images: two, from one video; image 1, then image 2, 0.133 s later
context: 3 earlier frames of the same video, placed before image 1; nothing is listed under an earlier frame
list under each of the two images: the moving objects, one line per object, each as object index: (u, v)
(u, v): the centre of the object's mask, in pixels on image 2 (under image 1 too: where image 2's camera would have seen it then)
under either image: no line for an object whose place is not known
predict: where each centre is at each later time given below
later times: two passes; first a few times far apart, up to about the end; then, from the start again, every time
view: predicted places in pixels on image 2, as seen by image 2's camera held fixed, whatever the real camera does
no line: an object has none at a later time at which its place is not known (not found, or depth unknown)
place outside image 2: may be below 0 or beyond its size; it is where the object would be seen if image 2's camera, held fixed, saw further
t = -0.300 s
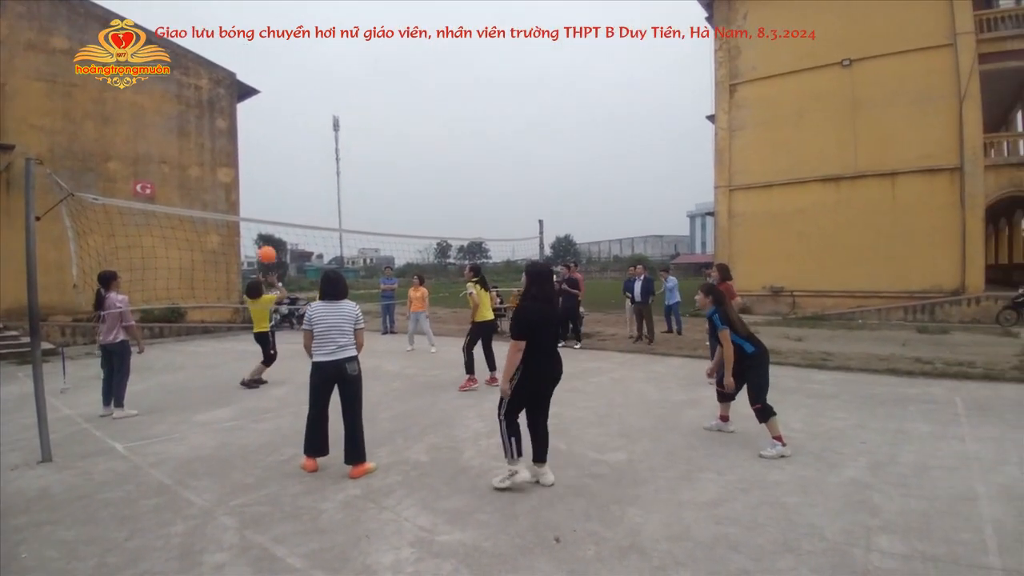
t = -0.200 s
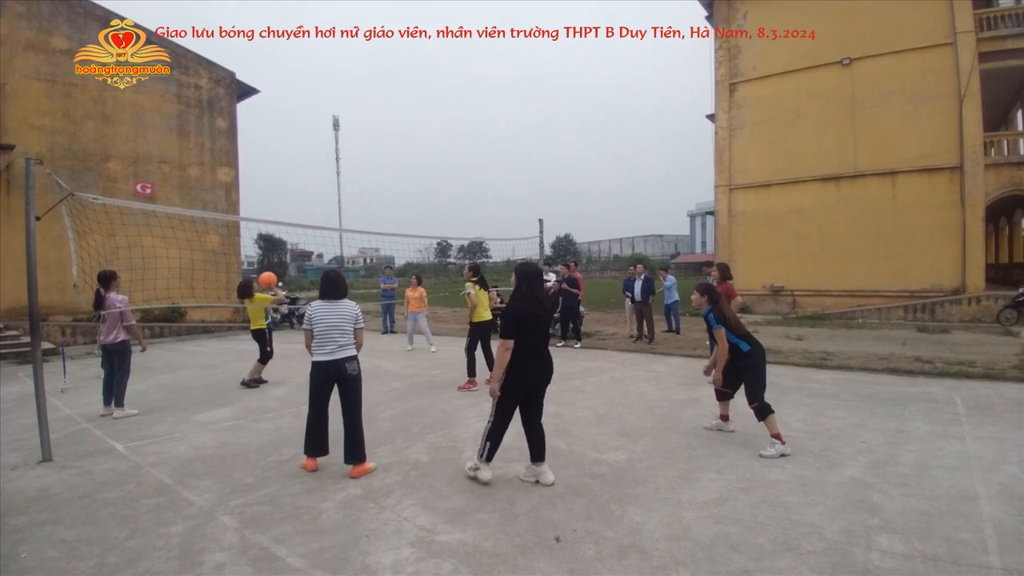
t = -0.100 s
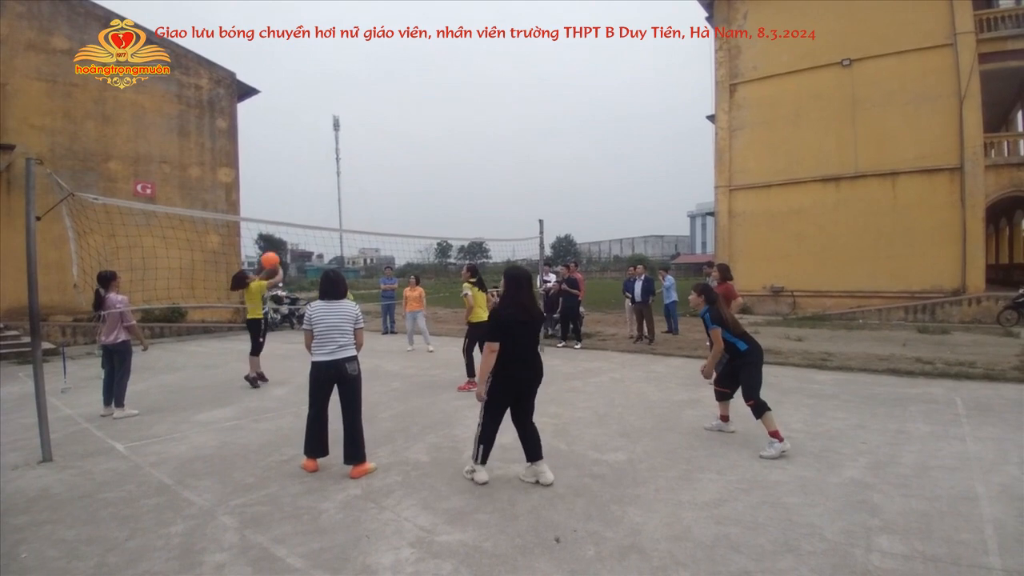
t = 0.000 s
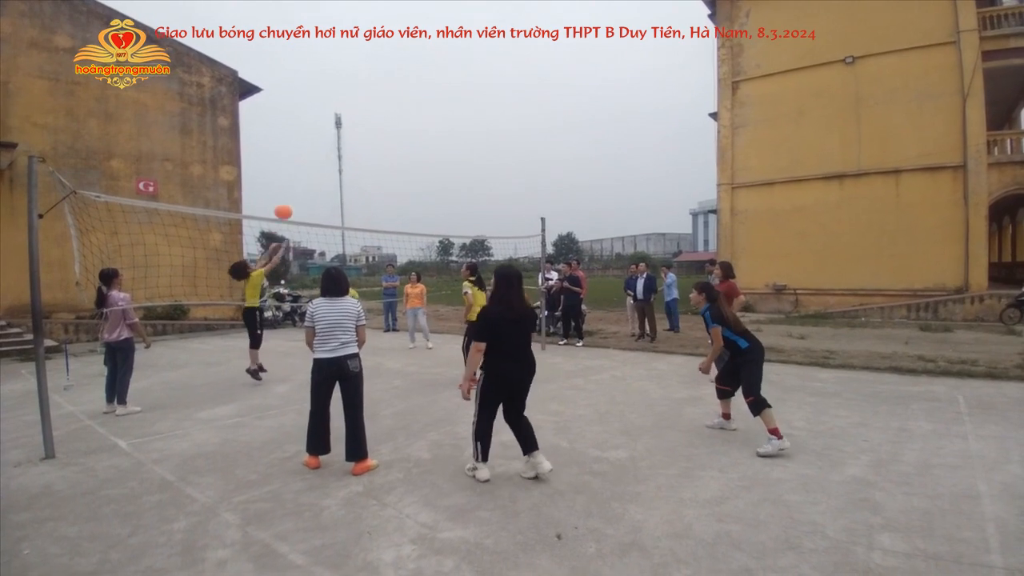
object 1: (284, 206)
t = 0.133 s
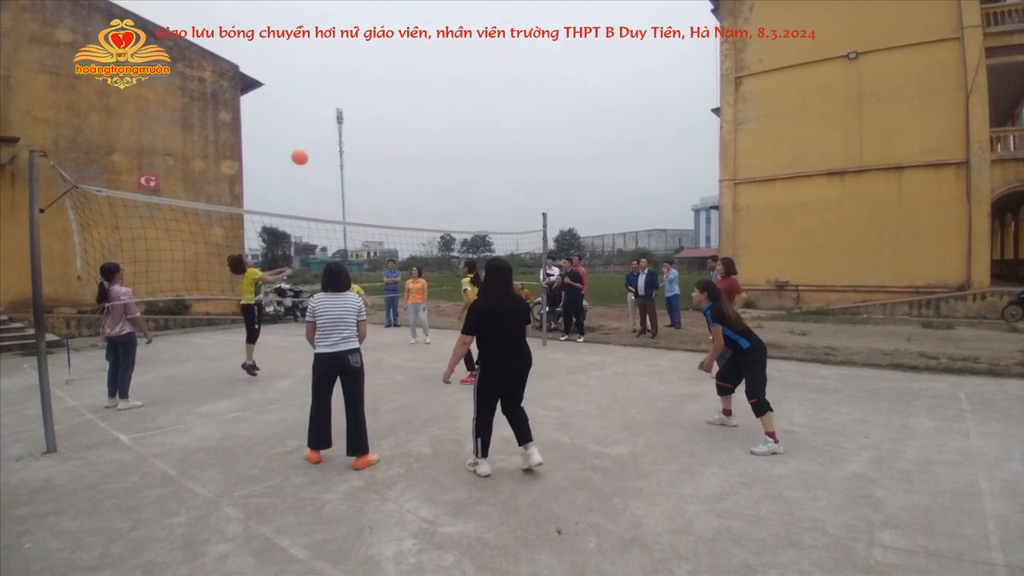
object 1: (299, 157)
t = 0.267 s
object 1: (314, 122)
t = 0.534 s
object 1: (344, 91)
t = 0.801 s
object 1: (371, 108)
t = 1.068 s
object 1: (397, 167)
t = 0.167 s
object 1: (303, 146)
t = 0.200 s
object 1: (307, 137)
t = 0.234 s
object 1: (311, 129)
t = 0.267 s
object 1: (314, 122)
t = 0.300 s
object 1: (318, 115)
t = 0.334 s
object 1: (322, 110)
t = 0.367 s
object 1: (326, 104)
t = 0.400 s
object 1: (329, 100)
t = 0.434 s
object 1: (333, 97)
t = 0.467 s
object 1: (337, 94)
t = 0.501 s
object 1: (340, 92)
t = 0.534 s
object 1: (344, 91)
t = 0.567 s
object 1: (347, 91)
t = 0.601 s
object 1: (351, 91)
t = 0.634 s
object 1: (354, 92)
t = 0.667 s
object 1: (358, 94)
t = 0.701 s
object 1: (361, 96)
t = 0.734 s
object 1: (364, 99)
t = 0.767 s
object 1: (367, 103)
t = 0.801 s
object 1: (371, 108)
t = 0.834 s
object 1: (374, 113)
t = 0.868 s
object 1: (378, 119)
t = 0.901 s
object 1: (381, 125)
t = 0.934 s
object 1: (384, 132)
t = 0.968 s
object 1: (387, 140)
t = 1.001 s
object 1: (390, 149)
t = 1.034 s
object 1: (394, 157)
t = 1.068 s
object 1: (397, 167)
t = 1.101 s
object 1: (400, 178)
